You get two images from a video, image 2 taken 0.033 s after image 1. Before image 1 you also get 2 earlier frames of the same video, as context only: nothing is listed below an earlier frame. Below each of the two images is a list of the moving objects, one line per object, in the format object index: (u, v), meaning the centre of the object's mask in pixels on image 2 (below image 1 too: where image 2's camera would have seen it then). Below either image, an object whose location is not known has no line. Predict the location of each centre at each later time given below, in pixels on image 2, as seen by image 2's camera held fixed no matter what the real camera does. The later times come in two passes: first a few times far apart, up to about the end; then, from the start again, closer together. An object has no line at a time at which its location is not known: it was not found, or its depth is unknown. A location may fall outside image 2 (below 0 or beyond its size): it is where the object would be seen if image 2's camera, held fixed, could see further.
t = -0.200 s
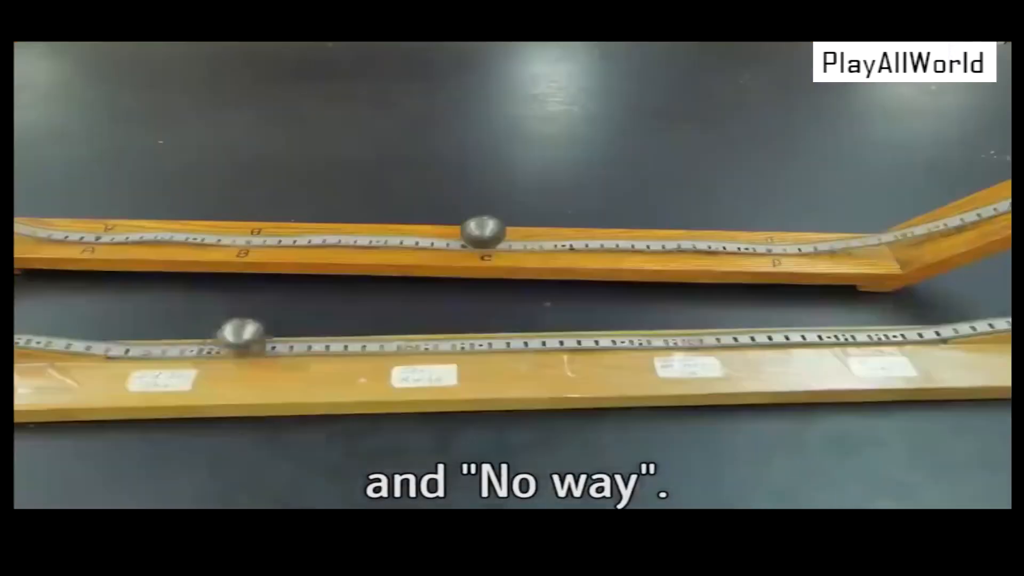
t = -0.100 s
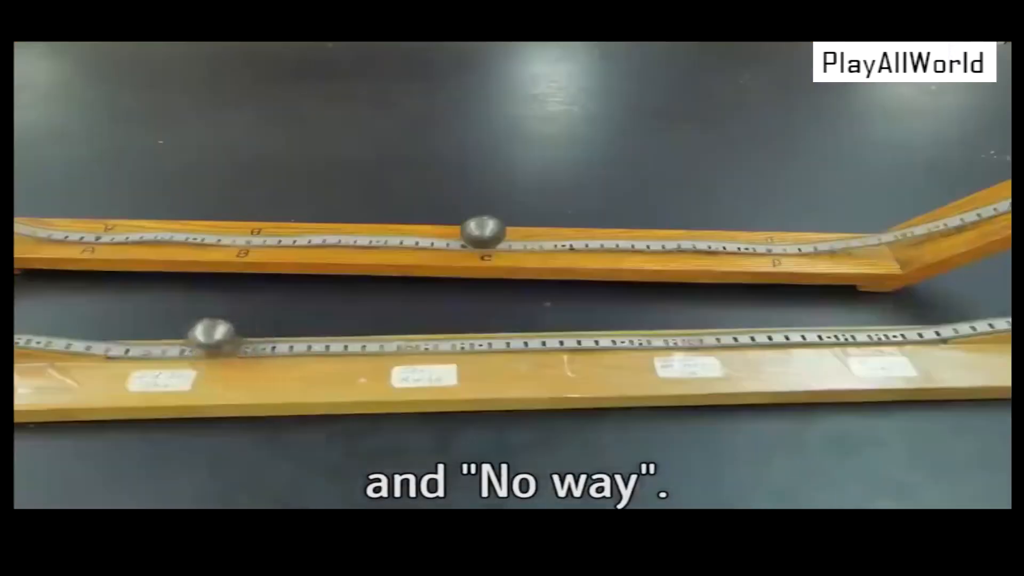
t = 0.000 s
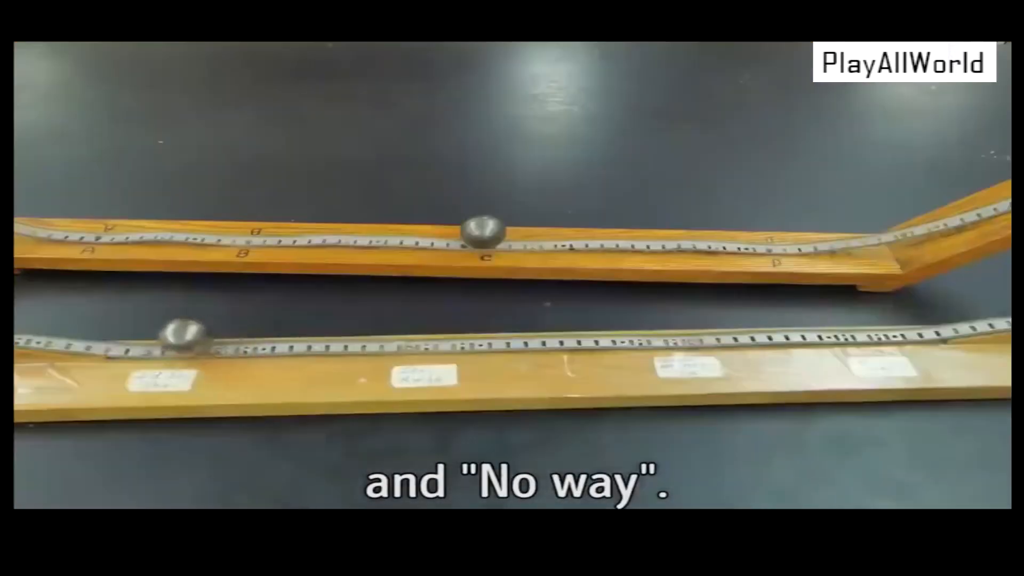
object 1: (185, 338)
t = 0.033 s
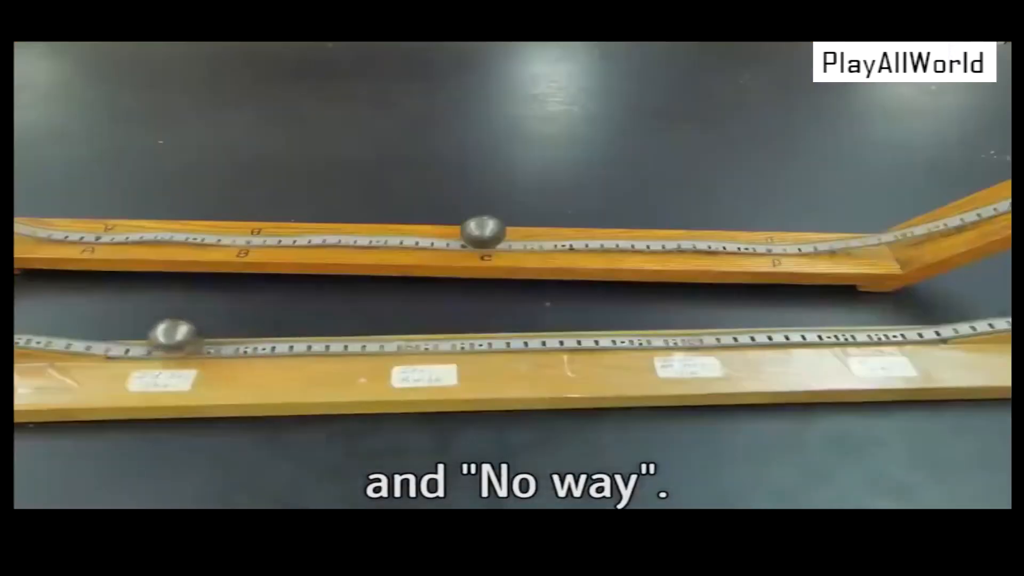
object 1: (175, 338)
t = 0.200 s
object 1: (130, 338)
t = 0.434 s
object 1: (120, 338)
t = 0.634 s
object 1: (170, 338)
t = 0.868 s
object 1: (233, 337)
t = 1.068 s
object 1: (276, 335)
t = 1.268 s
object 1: (301, 334)
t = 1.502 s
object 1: (332, 334)
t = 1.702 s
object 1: (376, 335)
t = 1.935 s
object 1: (439, 333)
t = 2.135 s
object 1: (486, 333)
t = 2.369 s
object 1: (525, 331)
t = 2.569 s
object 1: (547, 330)
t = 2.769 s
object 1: (560, 330)
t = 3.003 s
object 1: (572, 329)
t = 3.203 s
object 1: (583, 330)
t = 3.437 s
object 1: (606, 329)
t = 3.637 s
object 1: (640, 330)
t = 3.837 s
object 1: (684, 329)
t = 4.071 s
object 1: (729, 327)
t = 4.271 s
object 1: (744, 327)
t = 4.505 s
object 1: (733, 327)
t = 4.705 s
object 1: (701, 329)
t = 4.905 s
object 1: (657, 329)
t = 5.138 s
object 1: (617, 329)
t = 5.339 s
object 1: (598, 329)
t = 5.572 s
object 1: (594, 329)
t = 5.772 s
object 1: (607, 329)
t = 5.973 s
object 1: (633, 329)
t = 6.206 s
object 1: (677, 330)
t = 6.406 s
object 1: (715, 329)
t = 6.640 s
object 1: (736, 327)
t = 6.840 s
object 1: (730, 327)
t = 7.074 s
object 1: (694, 329)
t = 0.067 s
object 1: (164, 339)
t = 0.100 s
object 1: (155, 339)
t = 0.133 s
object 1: (146, 339)
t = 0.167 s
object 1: (137, 339)
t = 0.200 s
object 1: (130, 338)
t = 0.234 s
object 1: (122, 338)
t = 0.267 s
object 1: (116, 338)
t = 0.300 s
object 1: (112, 338)
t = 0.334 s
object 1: (110, 338)
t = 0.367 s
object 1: (111, 338)
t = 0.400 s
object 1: (114, 338)
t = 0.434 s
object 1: (120, 338)
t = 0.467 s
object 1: (127, 338)
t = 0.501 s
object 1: (135, 338)
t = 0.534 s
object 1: (143, 339)
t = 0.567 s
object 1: (152, 338)
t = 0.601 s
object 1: (161, 338)
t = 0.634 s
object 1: (170, 338)
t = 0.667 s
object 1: (179, 337)
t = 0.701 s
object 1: (188, 337)
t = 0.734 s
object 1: (197, 337)
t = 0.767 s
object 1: (206, 337)
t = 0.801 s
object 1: (214, 336)
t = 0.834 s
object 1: (224, 337)
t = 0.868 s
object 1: (233, 337)
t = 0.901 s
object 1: (241, 336)
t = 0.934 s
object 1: (249, 336)
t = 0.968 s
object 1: (256, 336)
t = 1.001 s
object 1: (263, 335)
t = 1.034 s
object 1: (270, 335)
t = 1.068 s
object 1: (276, 335)
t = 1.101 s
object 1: (281, 335)
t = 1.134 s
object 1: (286, 335)
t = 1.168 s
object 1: (289, 335)
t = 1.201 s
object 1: (293, 334)
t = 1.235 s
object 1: (297, 334)
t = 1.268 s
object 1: (301, 334)
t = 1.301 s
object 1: (305, 334)
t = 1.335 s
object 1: (309, 334)
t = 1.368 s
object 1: (312, 334)
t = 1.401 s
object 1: (317, 334)
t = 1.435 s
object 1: (322, 334)
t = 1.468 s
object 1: (326, 334)
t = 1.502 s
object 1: (332, 334)
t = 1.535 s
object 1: (338, 334)
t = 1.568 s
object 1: (345, 334)
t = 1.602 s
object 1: (352, 334)
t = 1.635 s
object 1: (359, 335)
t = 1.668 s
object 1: (367, 334)
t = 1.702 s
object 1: (376, 335)
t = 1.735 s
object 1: (385, 334)
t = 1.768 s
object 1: (394, 334)
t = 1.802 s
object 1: (403, 334)
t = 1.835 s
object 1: (412, 333)
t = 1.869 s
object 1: (421, 333)
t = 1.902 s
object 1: (430, 334)
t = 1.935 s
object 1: (439, 333)
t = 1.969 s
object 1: (447, 333)
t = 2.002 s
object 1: (456, 333)
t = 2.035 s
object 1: (464, 332)
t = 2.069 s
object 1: (472, 333)
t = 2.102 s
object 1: (479, 332)
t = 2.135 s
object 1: (486, 333)
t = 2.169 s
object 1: (493, 332)
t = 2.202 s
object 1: (498, 332)
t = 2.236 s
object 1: (504, 332)
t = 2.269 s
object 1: (509, 332)
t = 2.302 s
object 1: (515, 331)
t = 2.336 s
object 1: (520, 331)
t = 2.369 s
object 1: (525, 331)
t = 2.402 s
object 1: (529, 331)
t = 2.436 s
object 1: (533, 331)
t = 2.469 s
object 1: (537, 331)
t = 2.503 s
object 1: (541, 331)
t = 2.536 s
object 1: (544, 330)
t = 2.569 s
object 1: (547, 330)
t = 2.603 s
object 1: (550, 330)
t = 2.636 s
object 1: (552, 330)
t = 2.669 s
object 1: (555, 330)
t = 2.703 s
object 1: (557, 330)
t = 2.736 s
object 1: (559, 330)
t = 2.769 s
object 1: (560, 330)
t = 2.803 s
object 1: (562, 330)
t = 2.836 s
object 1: (564, 330)
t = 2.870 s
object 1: (566, 330)
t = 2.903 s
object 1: (567, 330)
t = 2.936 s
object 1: (569, 330)
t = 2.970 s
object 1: (570, 330)
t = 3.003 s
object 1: (572, 329)
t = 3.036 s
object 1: (574, 329)
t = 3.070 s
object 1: (574, 329)
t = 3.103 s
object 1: (576, 329)
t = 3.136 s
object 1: (579, 329)
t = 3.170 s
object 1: (581, 330)
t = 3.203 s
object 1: (583, 330)
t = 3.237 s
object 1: (586, 330)
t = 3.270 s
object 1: (589, 330)
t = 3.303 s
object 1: (592, 330)
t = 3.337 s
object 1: (596, 330)
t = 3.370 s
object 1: (600, 329)
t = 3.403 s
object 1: (604, 329)
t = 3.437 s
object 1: (606, 329)
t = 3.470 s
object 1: (610, 329)
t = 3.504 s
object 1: (615, 329)
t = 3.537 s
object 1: (620, 329)
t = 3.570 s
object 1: (627, 329)
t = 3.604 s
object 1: (633, 329)
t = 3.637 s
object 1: (640, 330)
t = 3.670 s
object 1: (647, 329)
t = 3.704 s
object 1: (658, 330)
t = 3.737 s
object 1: (665, 329)
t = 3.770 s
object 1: (669, 329)
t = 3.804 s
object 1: (677, 329)
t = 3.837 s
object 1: (684, 329)
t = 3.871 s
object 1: (692, 329)
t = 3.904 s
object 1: (699, 329)
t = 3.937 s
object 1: (706, 329)
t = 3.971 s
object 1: (713, 328)
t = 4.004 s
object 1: (719, 328)
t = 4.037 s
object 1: (724, 327)
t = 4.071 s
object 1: (729, 327)
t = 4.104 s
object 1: (733, 327)
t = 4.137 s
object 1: (737, 327)
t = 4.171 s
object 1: (740, 327)
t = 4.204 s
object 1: (742, 327)
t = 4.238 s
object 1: (743, 327)
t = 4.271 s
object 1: (744, 327)
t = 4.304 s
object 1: (744, 327)
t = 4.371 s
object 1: (743, 327)
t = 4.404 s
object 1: (742, 327)
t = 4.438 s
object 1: (740, 326)
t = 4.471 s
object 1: (737, 327)
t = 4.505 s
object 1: (733, 327)
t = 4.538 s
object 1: (729, 327)
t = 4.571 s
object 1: (725, 327)
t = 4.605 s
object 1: (720, 327)
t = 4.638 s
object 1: (714, 327)
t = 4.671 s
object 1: (708, 328)
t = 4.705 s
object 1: (701, 329)
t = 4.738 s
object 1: (694, 329)
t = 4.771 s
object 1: (686, 329)
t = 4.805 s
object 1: (679, 329)
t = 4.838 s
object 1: (672, 329)
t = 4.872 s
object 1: (664, 329)
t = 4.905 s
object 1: (657, 329)
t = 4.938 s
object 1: (651, 329)
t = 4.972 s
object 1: (644, 329)
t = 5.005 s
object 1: (638, 330)
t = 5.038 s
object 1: (632, 330)
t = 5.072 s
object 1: (626, 329)
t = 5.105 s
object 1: (621, 329)
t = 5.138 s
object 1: (617, 329)
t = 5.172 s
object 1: (613, 329)
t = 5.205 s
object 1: (609, 329)
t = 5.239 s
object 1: (605, 329)
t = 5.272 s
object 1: (602, 329)
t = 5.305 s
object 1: (600, 329)
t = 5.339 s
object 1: (598, 329)
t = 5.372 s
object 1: (596, 329)
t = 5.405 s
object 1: (595, 329)
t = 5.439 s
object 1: (594, 329)
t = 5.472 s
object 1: (594, 329)
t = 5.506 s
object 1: (594, 329)
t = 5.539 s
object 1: (594, 329)
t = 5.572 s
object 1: (594, 329)
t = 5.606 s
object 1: (595, 329)
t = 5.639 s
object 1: (596, 330)
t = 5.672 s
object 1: (599, 329)
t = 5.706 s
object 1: (601, 329)
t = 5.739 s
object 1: (604, 329)
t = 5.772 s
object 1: (607, 329)
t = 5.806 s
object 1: (610, 329)
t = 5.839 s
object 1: (613, 329)
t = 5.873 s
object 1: (617, 330)
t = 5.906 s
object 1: (622, 329)
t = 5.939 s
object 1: (627, 330)
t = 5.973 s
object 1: (633, 329)
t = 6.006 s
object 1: (639, 329)
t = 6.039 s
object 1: (644, 329)
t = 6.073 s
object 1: (651, 330)
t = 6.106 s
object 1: (657, 330)
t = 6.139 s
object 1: (663, 330)
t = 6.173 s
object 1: (671, 330)
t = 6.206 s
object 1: (677, 330)
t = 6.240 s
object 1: (684, 330)
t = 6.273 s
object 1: (691, 329)
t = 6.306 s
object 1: (698, 329)
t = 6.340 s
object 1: (704, 329)
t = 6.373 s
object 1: (710, 328)
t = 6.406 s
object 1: (715, 329)
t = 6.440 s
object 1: (720, 328)
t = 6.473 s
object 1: (725, 327)
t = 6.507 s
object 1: (729, 327)
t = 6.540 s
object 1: (731, 327)
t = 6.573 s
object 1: (734, 327)
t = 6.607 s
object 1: (735, 327)
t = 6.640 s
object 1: (736, 327)
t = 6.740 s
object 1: (735, 327)
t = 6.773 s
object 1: (734, 327)
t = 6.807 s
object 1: (732, 327)
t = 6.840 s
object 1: (730, 327)
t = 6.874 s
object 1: (726, 327)
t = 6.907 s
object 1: (722, 328)
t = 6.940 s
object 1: (718, 328)
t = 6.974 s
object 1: (713, 328)
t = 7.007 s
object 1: (707, 328)
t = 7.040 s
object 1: (701, 329)
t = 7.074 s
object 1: (694, 329)
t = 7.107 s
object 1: (688, 329)
